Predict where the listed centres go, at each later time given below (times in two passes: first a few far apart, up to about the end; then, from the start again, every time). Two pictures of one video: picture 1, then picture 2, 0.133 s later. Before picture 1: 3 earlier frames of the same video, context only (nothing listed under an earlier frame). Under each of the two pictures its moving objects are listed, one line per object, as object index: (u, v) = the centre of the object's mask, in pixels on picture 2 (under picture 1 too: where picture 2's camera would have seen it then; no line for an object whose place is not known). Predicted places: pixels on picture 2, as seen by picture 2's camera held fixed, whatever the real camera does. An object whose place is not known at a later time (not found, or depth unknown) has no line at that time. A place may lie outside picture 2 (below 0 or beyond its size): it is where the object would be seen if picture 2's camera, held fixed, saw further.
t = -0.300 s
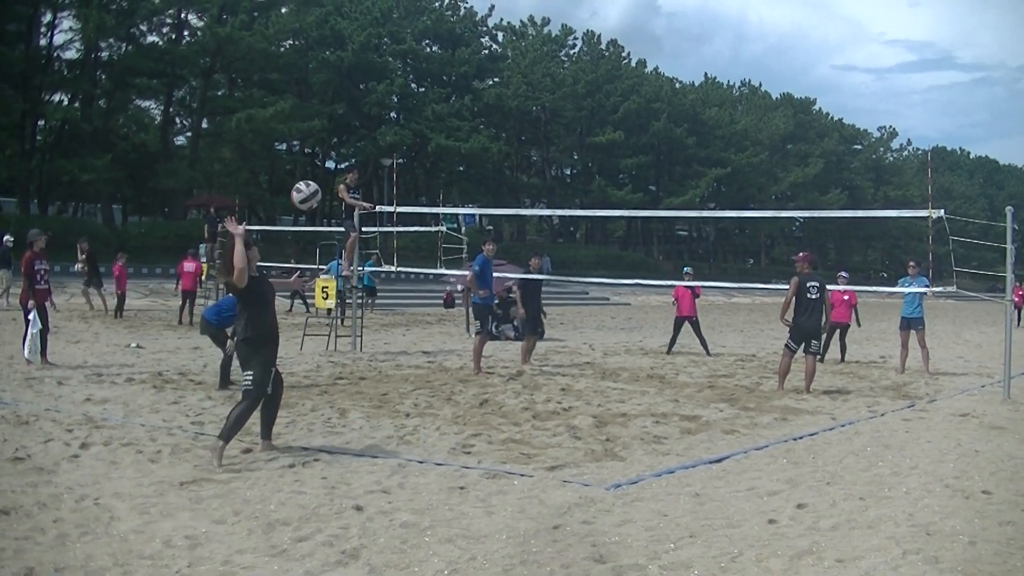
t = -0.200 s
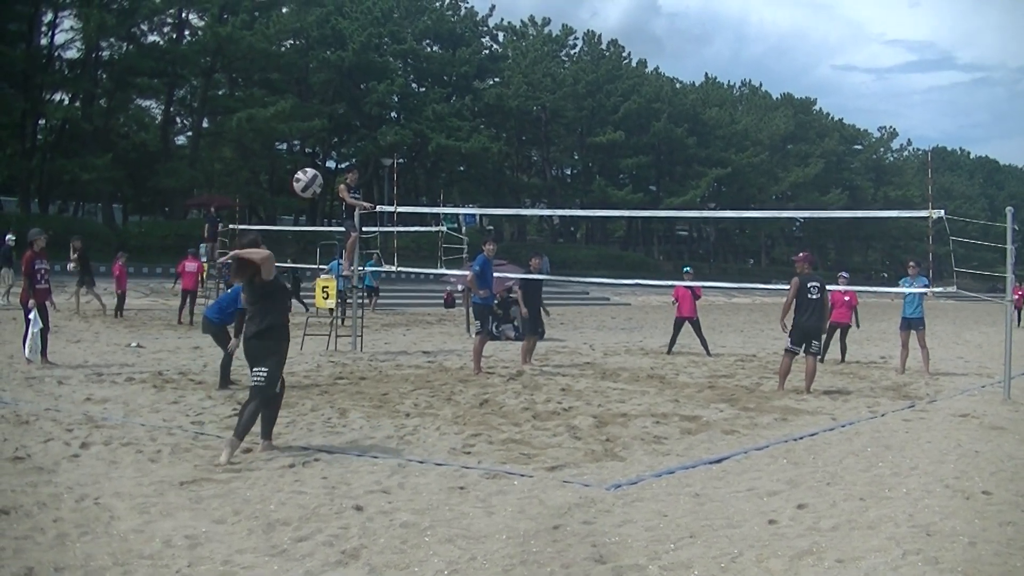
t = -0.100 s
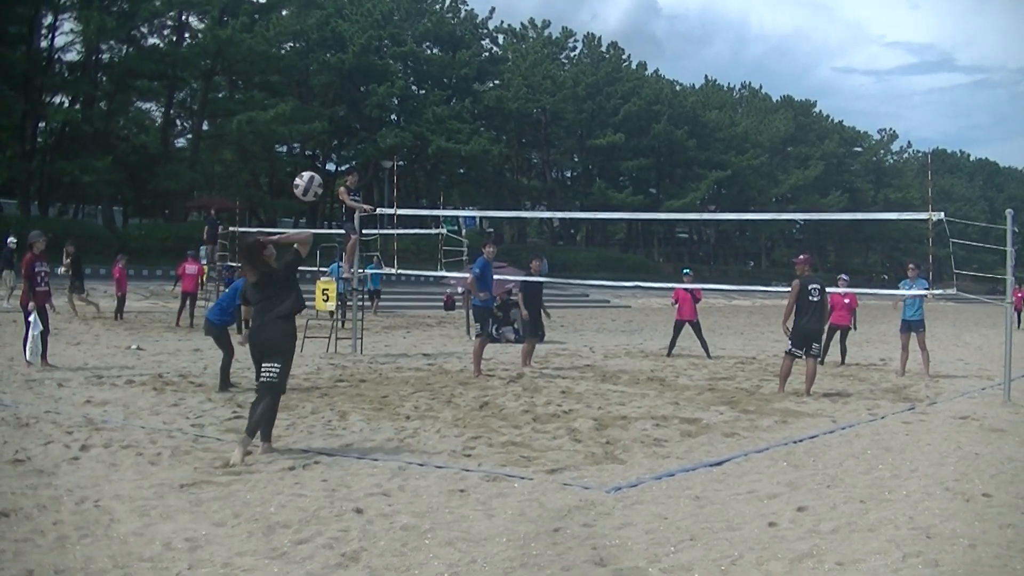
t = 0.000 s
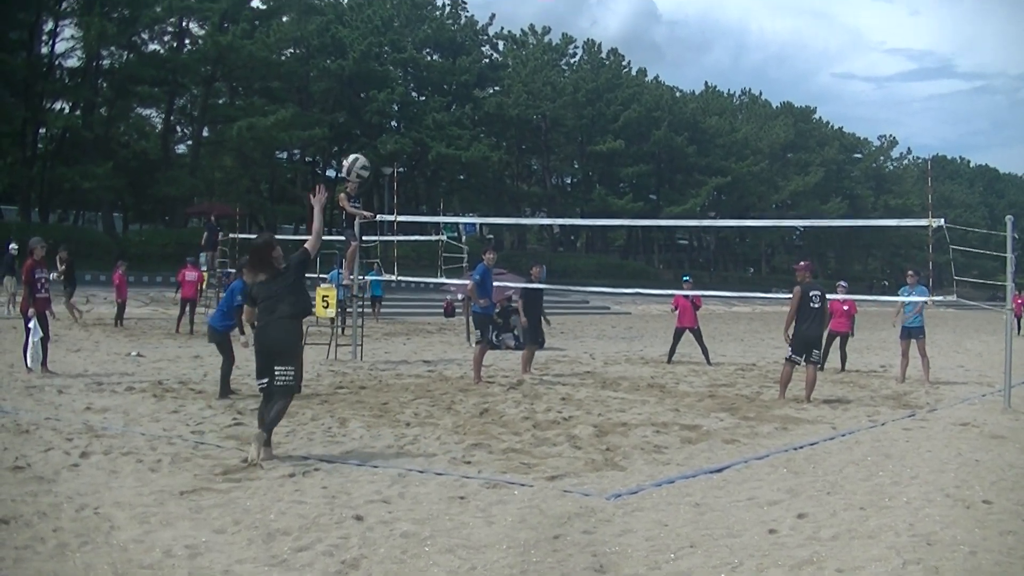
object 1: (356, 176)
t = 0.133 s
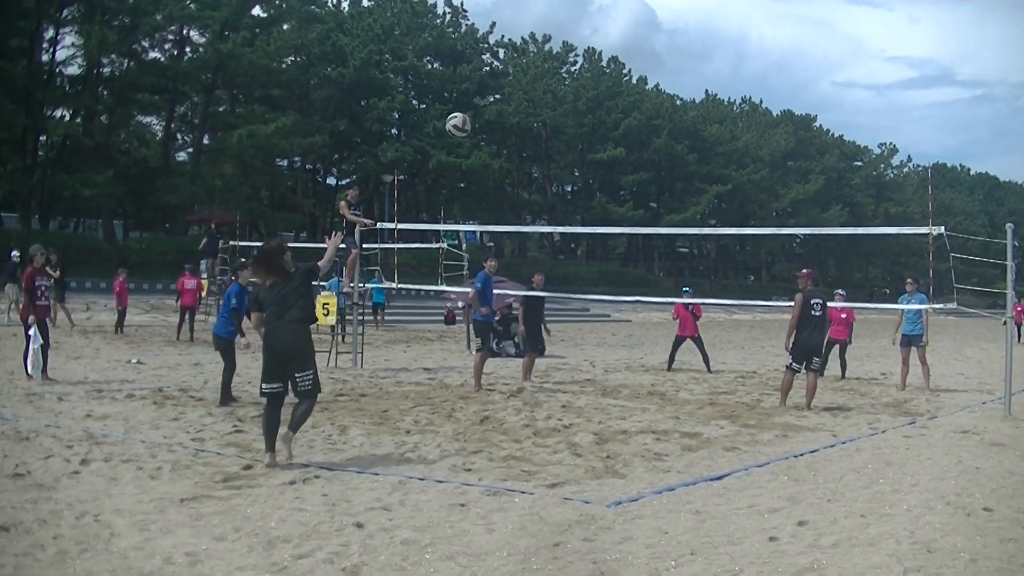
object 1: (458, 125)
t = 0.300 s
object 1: (555, 101)
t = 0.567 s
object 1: (666, 119)
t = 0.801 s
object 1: (733, 177)
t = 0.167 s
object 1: (480, 117)
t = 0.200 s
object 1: (500, 111)
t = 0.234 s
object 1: (519, 107)
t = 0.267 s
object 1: (537, 103)
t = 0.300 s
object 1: (555, 101)
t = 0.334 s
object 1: (572, 99)
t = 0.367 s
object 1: (587, 99)
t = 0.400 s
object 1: (602, 100)
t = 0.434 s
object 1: (616, 102)
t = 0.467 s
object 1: (630, 105)
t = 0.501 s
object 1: (643, 110)
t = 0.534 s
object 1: (655, 114)
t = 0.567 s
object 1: (666, 119)
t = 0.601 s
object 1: (677, 126)
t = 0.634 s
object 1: (688, 133)
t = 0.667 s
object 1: (698, 141)
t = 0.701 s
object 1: (708, 149)
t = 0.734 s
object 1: (716, 158)
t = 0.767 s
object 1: (725, 167)
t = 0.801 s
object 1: (733, 177)
